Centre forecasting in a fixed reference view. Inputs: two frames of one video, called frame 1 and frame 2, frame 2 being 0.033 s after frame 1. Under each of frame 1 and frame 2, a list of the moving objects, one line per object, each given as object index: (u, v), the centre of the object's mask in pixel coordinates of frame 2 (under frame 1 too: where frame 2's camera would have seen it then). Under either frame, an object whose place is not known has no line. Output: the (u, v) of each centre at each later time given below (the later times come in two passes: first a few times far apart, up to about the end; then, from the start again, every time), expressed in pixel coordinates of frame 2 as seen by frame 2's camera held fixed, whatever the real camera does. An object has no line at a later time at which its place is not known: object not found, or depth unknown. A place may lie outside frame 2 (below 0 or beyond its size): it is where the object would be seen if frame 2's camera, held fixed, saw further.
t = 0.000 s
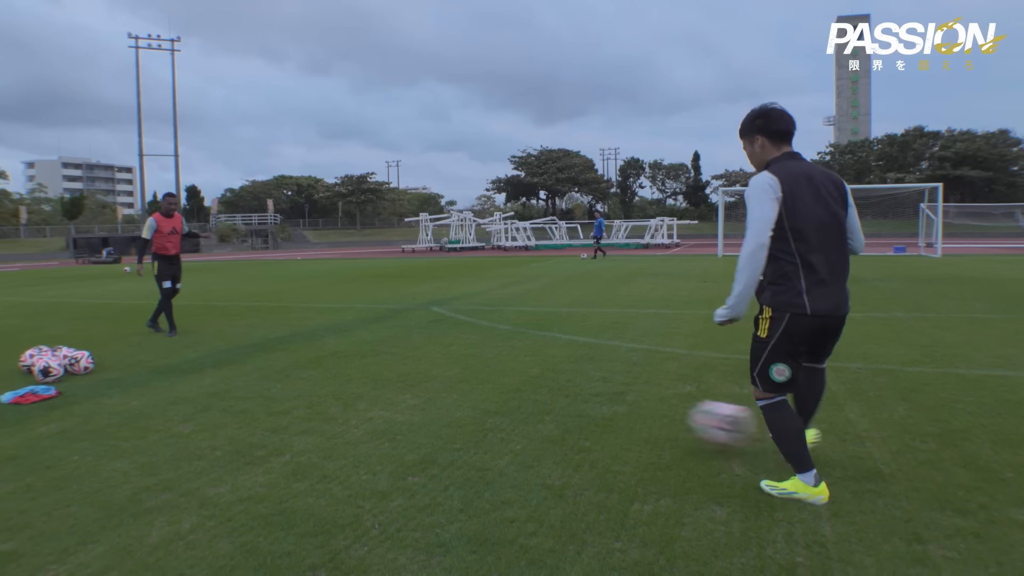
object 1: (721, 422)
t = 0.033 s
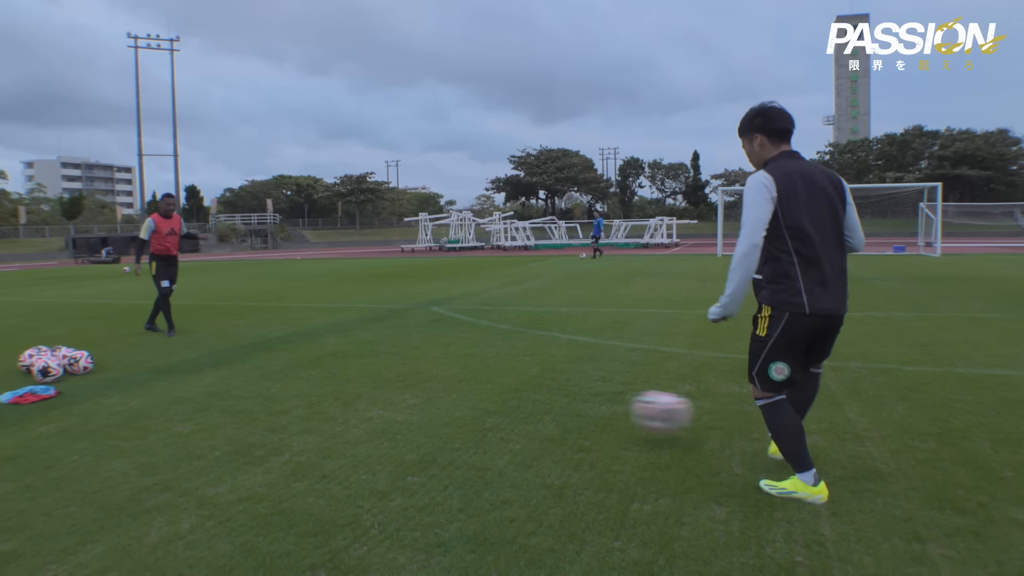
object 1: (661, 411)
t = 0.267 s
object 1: (380, 376)
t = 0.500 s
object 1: (253, 354)
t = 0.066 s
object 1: (606, 403)
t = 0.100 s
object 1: (557, 397)
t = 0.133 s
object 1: (513, 393)
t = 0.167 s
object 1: (472, 391)
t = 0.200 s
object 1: (436, 390)
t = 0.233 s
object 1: (407, 383)
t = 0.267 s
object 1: (380, 376)
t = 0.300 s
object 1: (356, 373)
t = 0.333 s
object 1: (333, 370)
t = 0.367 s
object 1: (312, 369)
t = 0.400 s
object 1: (296, 364)
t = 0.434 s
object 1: (281, 359)
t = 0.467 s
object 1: (266, 356)
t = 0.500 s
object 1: (253, 354)
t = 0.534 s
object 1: (241, 354)
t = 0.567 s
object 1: (229, 354)
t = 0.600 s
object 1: (220, 351)
